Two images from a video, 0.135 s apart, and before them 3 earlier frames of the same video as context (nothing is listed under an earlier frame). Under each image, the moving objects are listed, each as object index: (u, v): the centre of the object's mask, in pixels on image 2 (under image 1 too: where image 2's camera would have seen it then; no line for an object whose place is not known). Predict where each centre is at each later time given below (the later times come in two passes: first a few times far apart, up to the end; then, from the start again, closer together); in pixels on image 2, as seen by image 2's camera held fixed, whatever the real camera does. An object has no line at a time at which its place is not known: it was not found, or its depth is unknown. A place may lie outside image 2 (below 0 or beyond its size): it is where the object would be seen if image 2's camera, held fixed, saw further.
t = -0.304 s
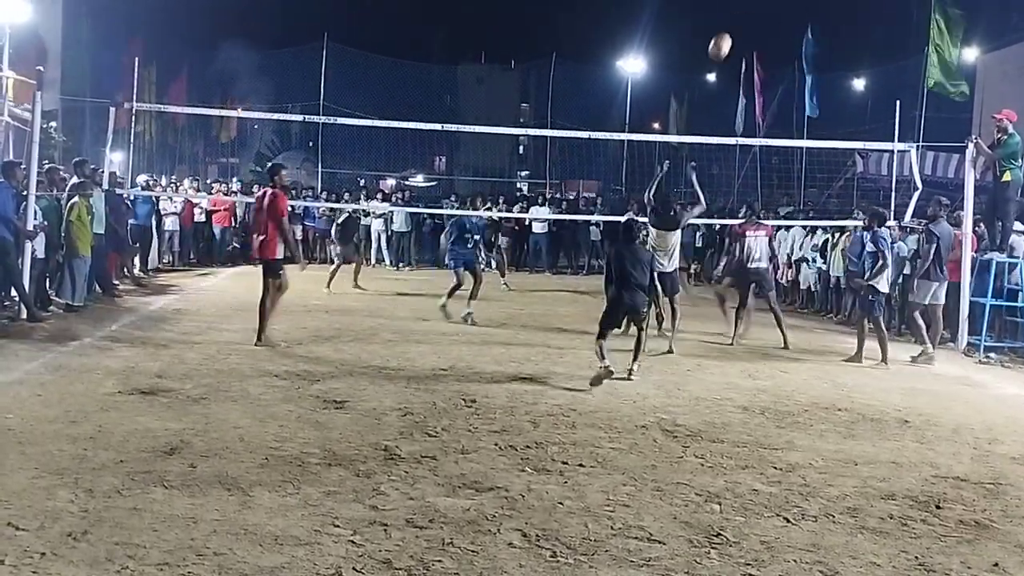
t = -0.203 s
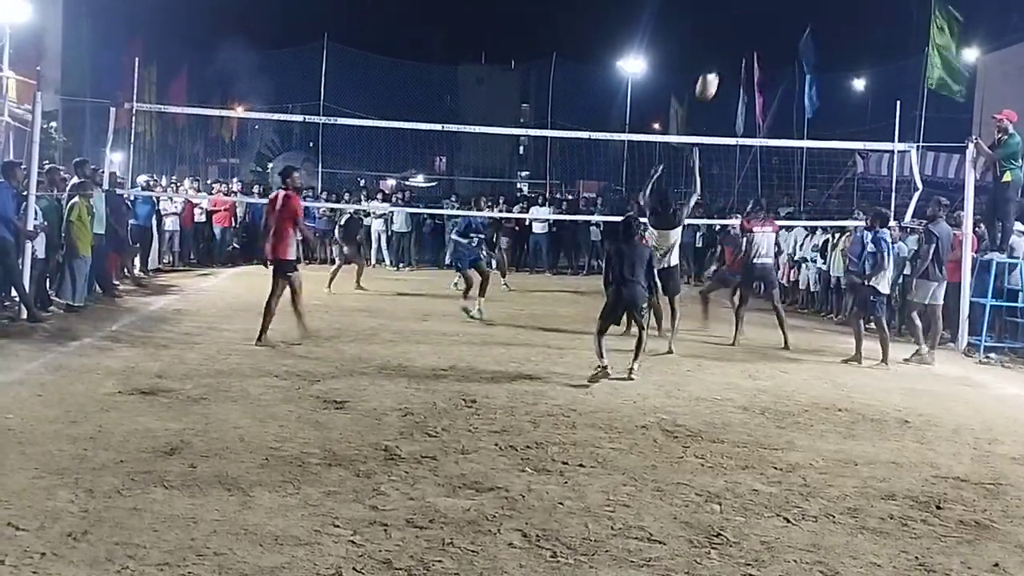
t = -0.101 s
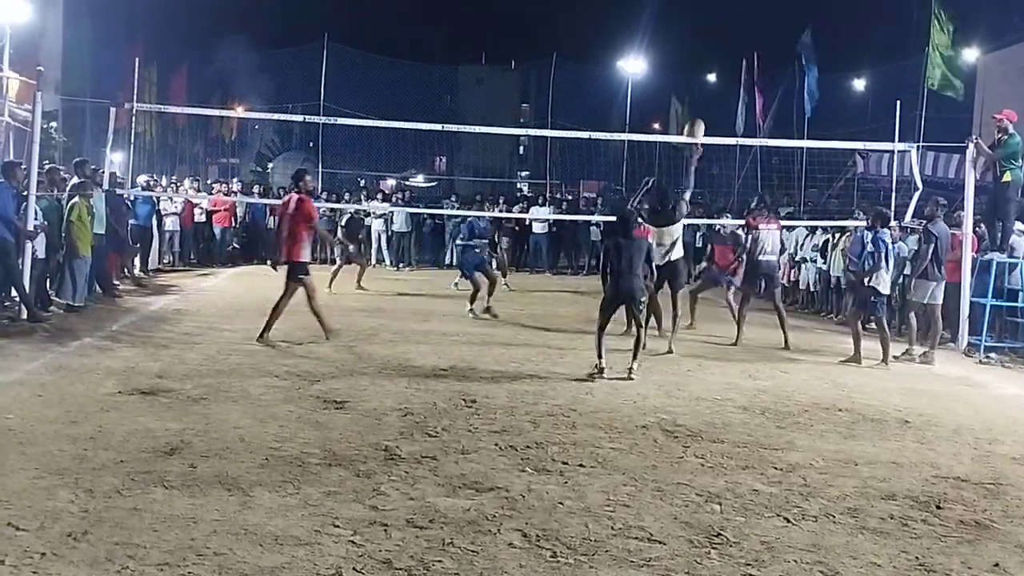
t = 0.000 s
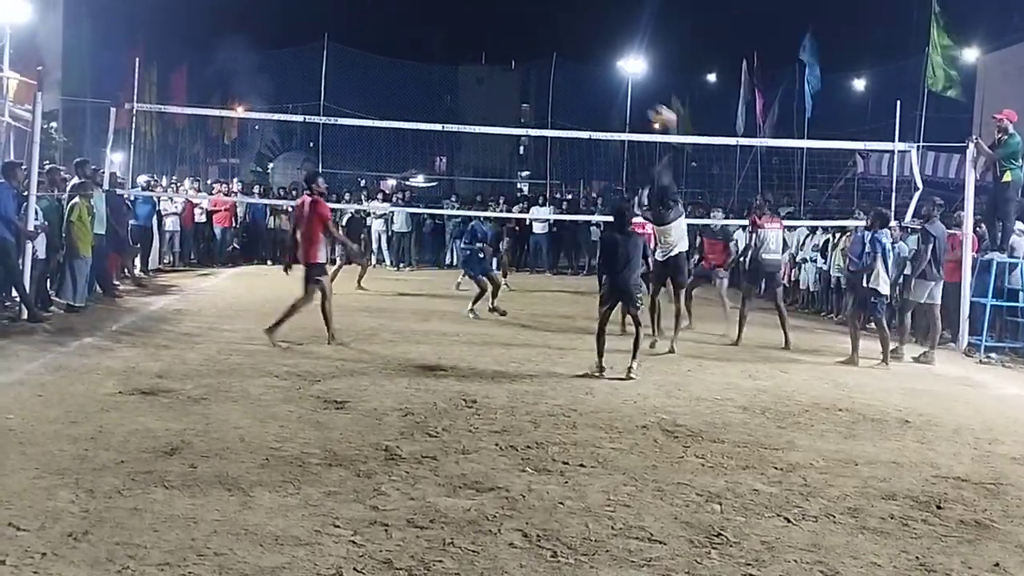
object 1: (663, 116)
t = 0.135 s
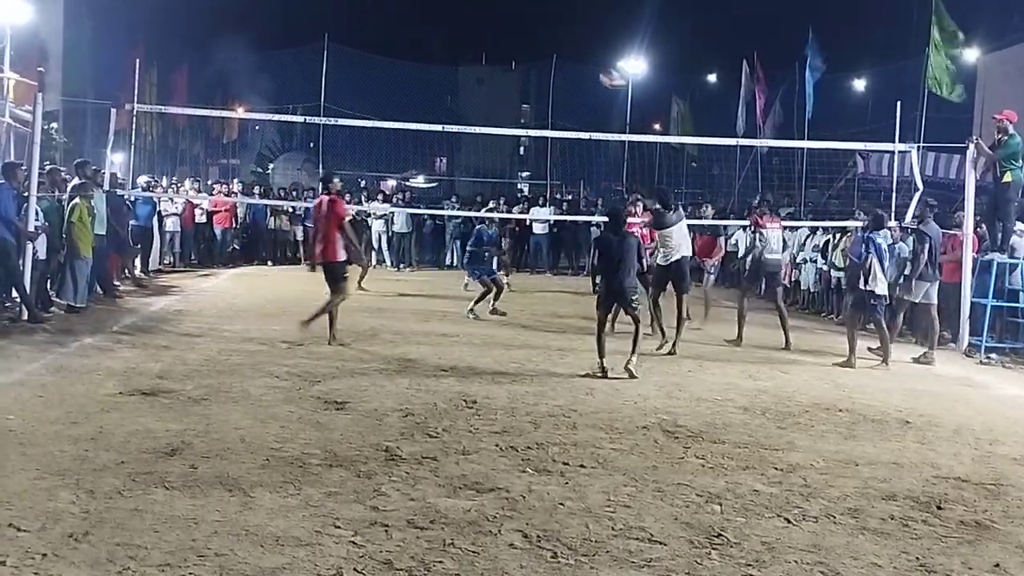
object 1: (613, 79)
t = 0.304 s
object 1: (558, 55)
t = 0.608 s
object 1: (479, 61)
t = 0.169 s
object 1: (599, 73)
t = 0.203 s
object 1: (589, 67)
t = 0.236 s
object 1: (578, 62)
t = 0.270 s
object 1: (568, 58)
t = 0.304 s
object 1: (558, 55)
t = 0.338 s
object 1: (548, 53)
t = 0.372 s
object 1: (539, 52)
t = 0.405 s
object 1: (529, 52)
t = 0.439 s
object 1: (520, 52)
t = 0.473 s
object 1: (512, 52)
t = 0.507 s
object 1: (503, 53)
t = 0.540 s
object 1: (495, 55)
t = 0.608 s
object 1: (479, 61)
